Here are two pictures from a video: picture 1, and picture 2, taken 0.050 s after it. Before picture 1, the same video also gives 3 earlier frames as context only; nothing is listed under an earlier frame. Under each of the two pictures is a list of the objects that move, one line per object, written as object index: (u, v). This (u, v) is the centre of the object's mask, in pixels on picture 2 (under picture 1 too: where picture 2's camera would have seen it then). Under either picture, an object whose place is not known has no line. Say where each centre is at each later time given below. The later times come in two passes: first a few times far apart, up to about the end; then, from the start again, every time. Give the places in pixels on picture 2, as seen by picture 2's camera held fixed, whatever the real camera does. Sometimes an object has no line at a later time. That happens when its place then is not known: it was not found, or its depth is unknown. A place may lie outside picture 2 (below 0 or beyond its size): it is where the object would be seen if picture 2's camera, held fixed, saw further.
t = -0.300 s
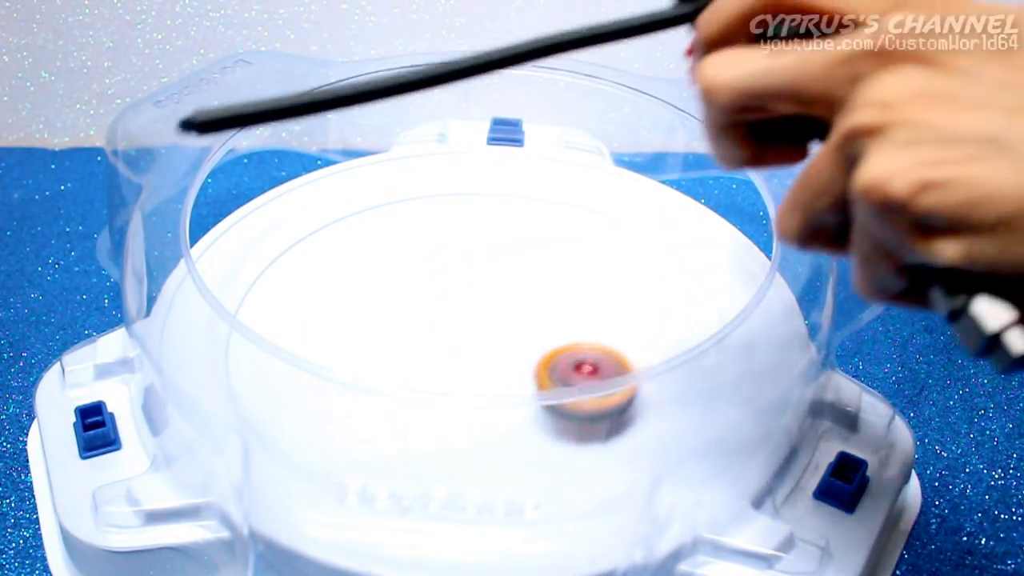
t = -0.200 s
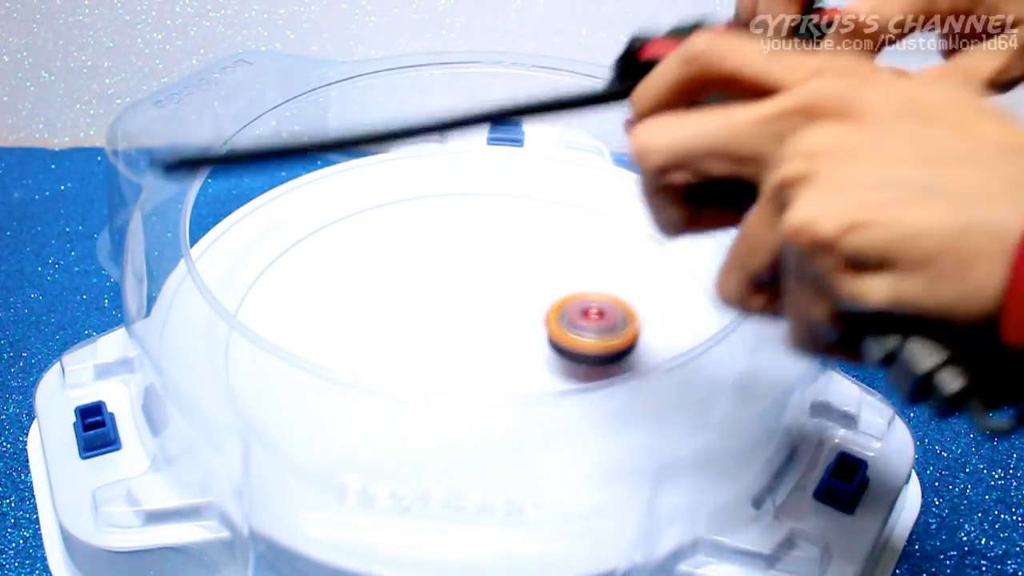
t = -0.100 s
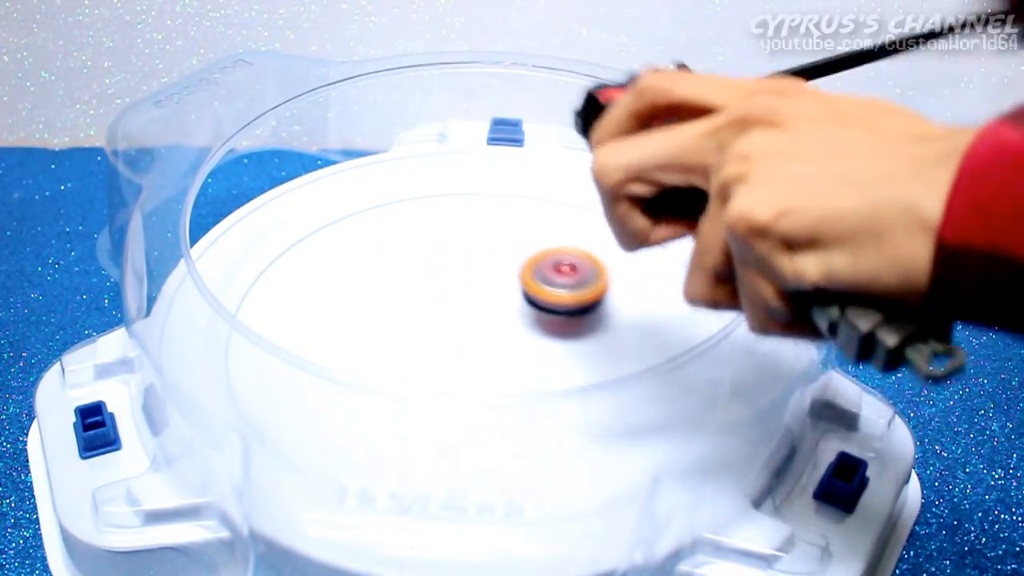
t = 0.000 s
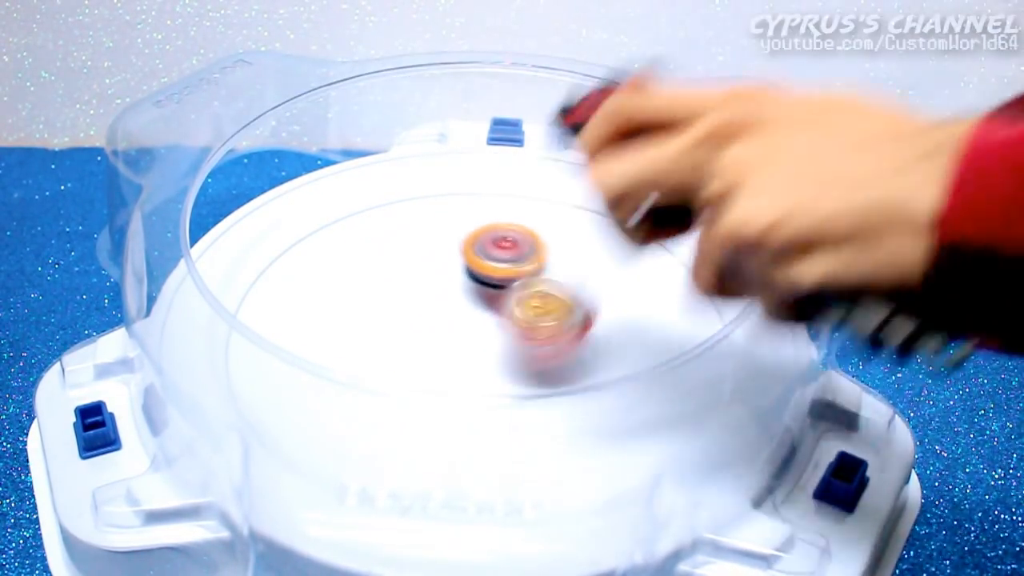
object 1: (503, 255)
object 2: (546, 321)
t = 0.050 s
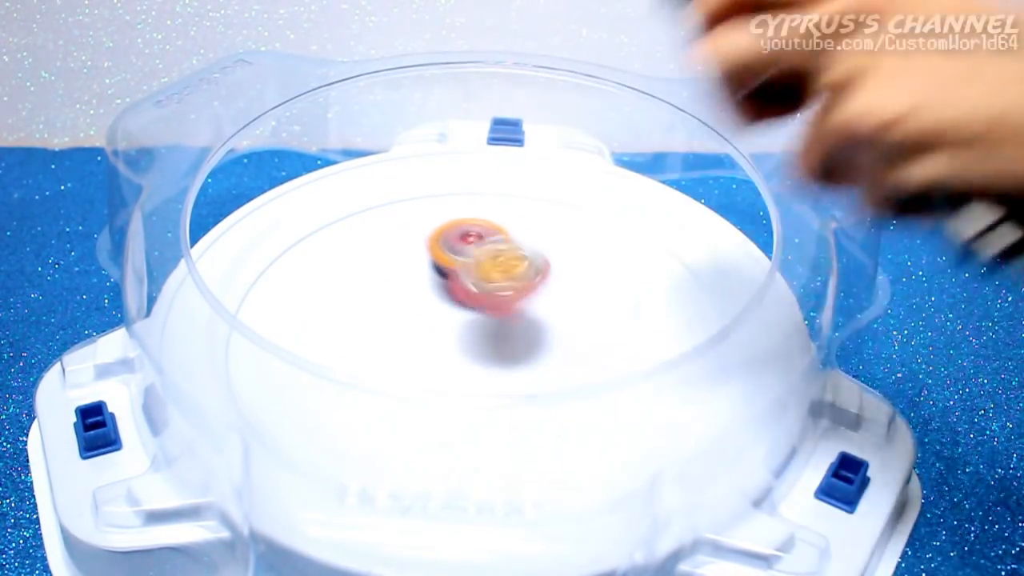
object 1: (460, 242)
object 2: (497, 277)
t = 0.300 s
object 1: (380, 261)
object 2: (275, 306)
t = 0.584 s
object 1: (482, 363)
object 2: (375, 435)
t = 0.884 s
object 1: (581, 282)
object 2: (653, 335)
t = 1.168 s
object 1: (365, 195)
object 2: (498, 278)
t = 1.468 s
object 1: (276, 308)
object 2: (321, 396)
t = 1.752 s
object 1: (471, 387)
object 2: (624, 432)
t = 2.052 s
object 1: (587, 294)
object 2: (539, 194)
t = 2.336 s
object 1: (513, 242)
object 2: (262, 260)
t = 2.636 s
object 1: (429, 310)
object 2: (462, 447)
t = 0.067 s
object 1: (440, 240)
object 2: (474, 257)
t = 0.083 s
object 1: (422, 250)
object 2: (462, 249)
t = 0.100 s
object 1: (416, 260)
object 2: (448, 245)
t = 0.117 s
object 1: (407, 262)
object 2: (437, 240)
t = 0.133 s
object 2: (422, 240)
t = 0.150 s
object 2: (409, 241)
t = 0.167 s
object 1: (437, 244)
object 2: (395, 243)
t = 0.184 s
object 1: (423, 234)
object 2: (377, 247)
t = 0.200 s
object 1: (408, 233)
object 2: (357, 262)
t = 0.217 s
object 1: (398, 237)
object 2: (336, 281)
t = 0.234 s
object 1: (392, 241)
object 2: (314, 307)
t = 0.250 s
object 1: (389, 245)
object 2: (301, 306)
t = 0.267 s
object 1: (386, 249)
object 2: (290, 303)
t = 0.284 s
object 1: (383, 254)
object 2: (282, 304)
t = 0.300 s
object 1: (380, 261)
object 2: (275, 306)
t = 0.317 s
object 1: (378, 268)
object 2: (259, 320)
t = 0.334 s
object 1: (376, 277)
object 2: (251, 330)
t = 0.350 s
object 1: (376, 285)
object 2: (245, 333)
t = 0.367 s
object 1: (376, 293)
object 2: (240, 340)
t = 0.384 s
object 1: (378, 302)
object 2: (236, 348)
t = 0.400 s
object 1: (381, 311)
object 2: (232, 353)
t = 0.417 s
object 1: (386, 321)
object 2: (232, 359)
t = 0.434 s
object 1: (392, 329)
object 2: (242, 364)
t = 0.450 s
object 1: (398, 337)
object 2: (253, 375)
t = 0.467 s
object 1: (405, 343)
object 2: (263, 381)
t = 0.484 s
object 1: (415, 348)
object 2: (276, 388)
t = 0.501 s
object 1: (427, 352)
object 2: (287, 402)
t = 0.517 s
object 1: (439, 357)
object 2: (302, 407)
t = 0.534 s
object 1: (450, 359)
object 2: (317, 416)
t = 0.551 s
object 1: (462, 361)
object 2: (335, 422)
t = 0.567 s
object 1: (472, 362)
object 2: (355, 428)
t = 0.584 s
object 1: (482, 363)
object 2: (375, 435)
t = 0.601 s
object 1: (493, 363)
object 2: (397, 441)
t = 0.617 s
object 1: (505, 362)
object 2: (421, 447)
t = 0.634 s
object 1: (516, 362)
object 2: (445, 451)
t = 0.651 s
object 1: (528, 361)
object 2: (469, 453)
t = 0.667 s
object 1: (538, 359)
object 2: (494, 454)
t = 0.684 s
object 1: (548, 356)
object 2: (518, 453)
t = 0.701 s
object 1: (557, 352)
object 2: (541, 453)
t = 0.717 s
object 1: (566, 347)
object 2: (561, 448)
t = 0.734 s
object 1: (574, 341)
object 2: (581, 443)
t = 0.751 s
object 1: (581, 333)
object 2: (599, 437)
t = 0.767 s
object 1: (587, 326)
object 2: (615, 427)
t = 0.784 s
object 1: (592, 318)
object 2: (630, 420)
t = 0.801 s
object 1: (595, 310)
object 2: (641, 405)
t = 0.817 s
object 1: (596, 304)
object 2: (649, 393)
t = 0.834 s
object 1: (595, 298)
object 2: (655, 380)
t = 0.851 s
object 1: (592, 292)
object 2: (658, 367)
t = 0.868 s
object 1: (587, 287)
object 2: (657, 351)
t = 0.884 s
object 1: (581, 282)
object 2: (653, 335)
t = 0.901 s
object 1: (575, 277)
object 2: (653, 328)
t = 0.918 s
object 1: (568, 273)
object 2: (649, 322)
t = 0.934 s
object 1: (560, 269)
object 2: (645, 311)
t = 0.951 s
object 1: (544, 258)
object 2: (645, 306)
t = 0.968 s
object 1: (528, 245)
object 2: (645, 303)
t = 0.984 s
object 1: (511, 233)
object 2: (641, 300)
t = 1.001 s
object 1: (494, 223)
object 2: (636, 296)
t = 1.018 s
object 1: (478, 214)
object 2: (629, 294)
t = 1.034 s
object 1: (463, 207)
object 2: (619, 290)
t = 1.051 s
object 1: (448, 200)
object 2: (609, 288)
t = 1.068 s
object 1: (435, 197)
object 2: (597, 285)
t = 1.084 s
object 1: (422, 193)
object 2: (583, 283)
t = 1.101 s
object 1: (410, 191)
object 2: (568, 280)
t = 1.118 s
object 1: (398, 191)
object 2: (551, 279)
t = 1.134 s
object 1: (387, 192)
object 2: (534, 278)
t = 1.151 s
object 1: (376, 193)
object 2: (516, 278)
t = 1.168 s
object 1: (365, 195)
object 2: (498, 278)
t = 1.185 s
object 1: (354, 199)
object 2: (481, 279)
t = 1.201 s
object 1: (344, 202)
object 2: (463, 281)
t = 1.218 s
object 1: (333, 206)
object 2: (447, 284)
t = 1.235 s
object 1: (324, 210)
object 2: (430, 286)
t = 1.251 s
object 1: (315, 215)
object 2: (414, 290)
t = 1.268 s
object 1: (306, 221)
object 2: (400, 294)
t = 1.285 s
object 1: (299, 226)
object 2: (385, 300)
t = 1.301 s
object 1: (291, 233)
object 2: (373, 306)
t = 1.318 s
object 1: (285, 240)
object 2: (359, 313)
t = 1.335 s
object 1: (280, 247)
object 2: (347, 320)
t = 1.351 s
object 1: (276, 255)
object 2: (337, 326)
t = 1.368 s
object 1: (272, 263)
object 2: (329, 330)
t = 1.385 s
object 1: (268, 272)
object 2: (326, 333)
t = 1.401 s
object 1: (265, 280)
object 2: (326, 338)
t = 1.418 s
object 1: (265, 288)
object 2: (318, 357)
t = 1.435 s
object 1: (267, 295)
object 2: (319, 366)
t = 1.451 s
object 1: (271, 301)
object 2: (320, 382)
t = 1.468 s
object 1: (276, 308)
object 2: (321, 396)
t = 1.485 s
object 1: (283, 313)
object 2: (323, 411)
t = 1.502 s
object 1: (291, 319)
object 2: (330, 420)
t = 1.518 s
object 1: (300, 324)
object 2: (338, 427)
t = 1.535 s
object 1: (311, 329)
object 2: (349, 435)
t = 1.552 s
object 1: (323, 335)
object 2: (363, 442)
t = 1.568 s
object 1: (335, 341)
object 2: (379, 449)
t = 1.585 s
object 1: (348, 347)
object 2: (398, 468)
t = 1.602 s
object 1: (357, 360)
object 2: (417, 473)
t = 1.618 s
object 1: (370, 368)
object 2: (440, 476)
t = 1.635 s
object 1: (383, 375)
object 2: (464, 478)
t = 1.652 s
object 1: (396, 380)
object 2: (487, 480)
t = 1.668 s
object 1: (408, 385)
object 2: (510, 478)
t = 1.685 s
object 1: (420, 388)
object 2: (534, 472)
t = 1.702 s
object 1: (433, 389)
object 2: (561, 464)
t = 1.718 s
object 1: (445, 390)
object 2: (585, 455)
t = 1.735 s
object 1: (458, 389)
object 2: (605, 444)
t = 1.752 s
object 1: (471, 387)
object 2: (624, 432)
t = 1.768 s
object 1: (483, 384)
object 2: (641, 418)
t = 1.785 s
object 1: (496, 378)
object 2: (657, 409)
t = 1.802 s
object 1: (507, 369)
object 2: (663, 387)
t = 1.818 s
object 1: (519, 366)
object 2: (669, 371)
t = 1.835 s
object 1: (530, 364)
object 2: (673, 355)
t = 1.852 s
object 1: (539, 361)
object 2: (674, 333)
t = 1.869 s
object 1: (547, 357)
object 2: (673, 319)
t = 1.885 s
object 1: (554, 354)
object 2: (672, 307)
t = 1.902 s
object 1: (560, 350)
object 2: (665, 292)
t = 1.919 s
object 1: (565, 346)
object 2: (658, 275)
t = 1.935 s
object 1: (569, 341)
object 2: (648, 262)
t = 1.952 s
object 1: (573, 335)
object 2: (638, 250)
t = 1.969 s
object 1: (576, 329)
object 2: (625, 236)
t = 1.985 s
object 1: (580, 322)
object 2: (611, 227)
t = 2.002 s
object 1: (584, 315)
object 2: (595, 217)
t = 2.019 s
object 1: (586, 308)
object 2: (578, 210)
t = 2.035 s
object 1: (587, 301)
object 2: (559, 203)
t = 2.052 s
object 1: (587, 294)
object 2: (539, 194)
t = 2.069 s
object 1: (586, 288)
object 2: (518, 187)
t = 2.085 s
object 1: (585, 282)
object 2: (497, 182)
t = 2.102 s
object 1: (583, 277)
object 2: (477, 180)
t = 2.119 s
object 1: (581, 272)
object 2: (458, 175)
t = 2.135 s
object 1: (579, 268)
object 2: (439, 174)
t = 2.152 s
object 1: (576, 263)
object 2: (421, 171)
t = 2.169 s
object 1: (572, 259)
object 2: (402, 172)
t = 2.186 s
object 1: (568, 255)
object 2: (385, 174)
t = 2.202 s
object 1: (563, 252)
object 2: (368, 179)
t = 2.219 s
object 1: (558, 248)
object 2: (352, 186)
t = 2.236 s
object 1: (553, 246)
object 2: (337, 196)
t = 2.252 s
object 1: (547, 244)
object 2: (322, 209)
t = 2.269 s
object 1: (540, 242)
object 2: (309, 217)
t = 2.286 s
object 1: (534, 241)
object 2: (296, 228)
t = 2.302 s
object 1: (527, 241)
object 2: (284, 237)
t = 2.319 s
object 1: (520, 241)
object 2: (273, 250)
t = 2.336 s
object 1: (513, 242)
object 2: (262, 260)
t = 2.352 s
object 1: (506, 243)
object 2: (252, 274)
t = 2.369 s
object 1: (499, 244)
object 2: (248, 283)
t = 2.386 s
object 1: (492, 246)
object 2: (241, 299)
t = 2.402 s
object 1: (485, 248)
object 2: (242, 315)
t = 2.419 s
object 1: (479, 251)
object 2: (245, 333)
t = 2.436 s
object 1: (473, 253)
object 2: (250, 345)
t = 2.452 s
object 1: (467, 257)
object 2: (255, 358)
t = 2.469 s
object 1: (461, 261)
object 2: (262, 370)
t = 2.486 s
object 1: (457, 264)
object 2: (270, 384)
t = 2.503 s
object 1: (451, 269)
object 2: (279, 398)
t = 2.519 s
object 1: (447, 273)
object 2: (294, 408)
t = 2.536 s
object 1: (443, 278)
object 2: (310, 416)
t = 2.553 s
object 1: (440, 283)
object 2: (329, 425)
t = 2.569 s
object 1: (437, 288)
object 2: (352, 433)
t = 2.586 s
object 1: (435, 293)
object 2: (377, 439)
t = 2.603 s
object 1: (432, 299)
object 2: (404, 443)
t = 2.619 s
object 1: (430, 304)
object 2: (433, 446)
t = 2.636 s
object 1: (429, 310)
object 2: (462, 447)
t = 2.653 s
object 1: (428, 315)
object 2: (491, 446)
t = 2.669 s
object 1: (427, 321)
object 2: (520, 442)
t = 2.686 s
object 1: (427, 327)
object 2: (549, 436)
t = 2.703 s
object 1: (428, 333)
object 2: (574, 422)
